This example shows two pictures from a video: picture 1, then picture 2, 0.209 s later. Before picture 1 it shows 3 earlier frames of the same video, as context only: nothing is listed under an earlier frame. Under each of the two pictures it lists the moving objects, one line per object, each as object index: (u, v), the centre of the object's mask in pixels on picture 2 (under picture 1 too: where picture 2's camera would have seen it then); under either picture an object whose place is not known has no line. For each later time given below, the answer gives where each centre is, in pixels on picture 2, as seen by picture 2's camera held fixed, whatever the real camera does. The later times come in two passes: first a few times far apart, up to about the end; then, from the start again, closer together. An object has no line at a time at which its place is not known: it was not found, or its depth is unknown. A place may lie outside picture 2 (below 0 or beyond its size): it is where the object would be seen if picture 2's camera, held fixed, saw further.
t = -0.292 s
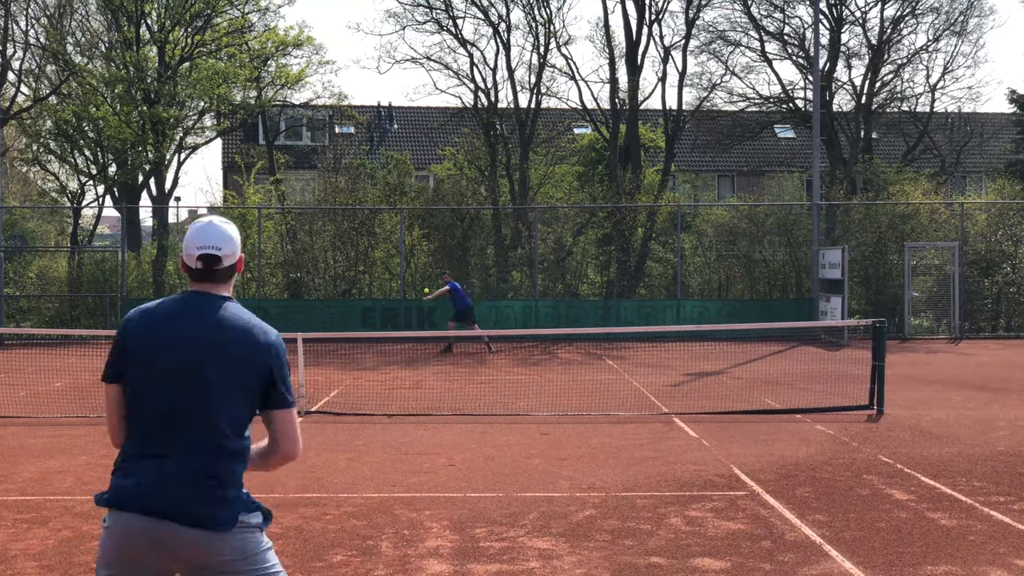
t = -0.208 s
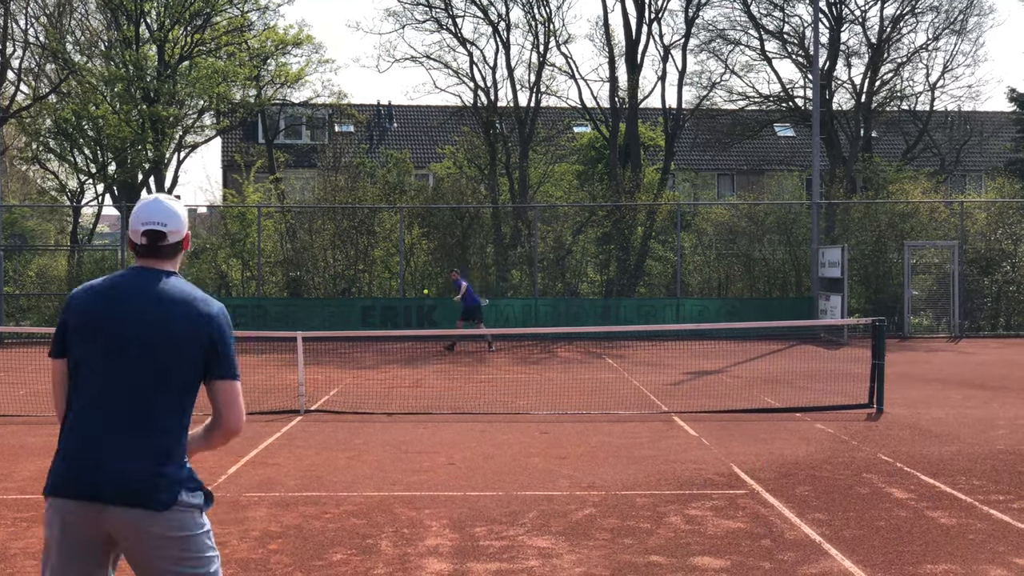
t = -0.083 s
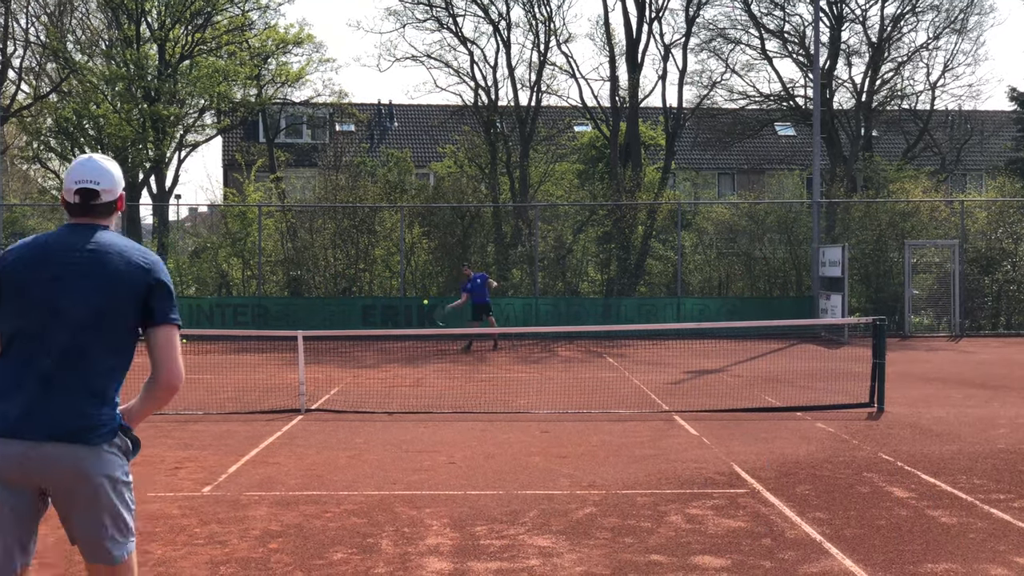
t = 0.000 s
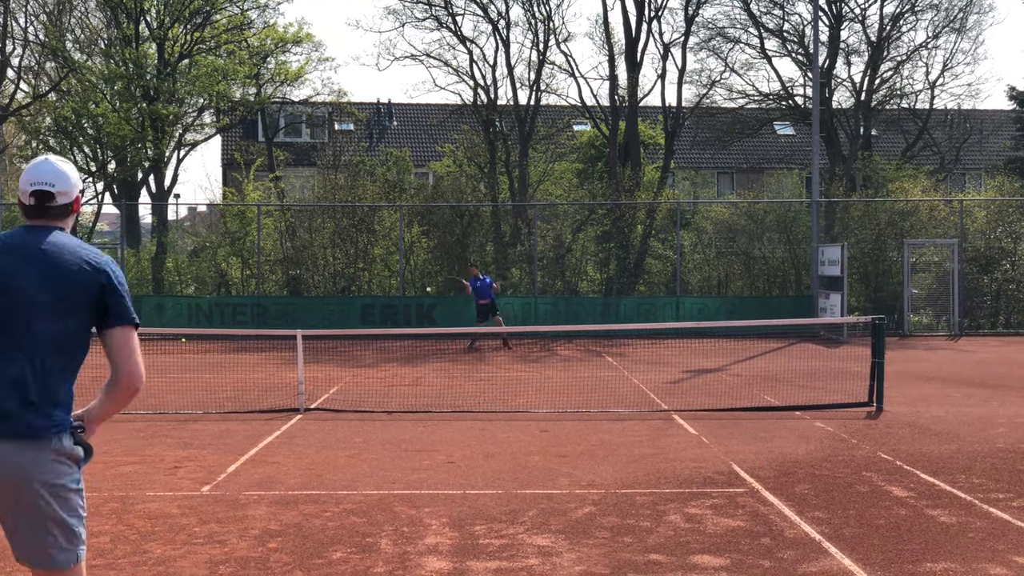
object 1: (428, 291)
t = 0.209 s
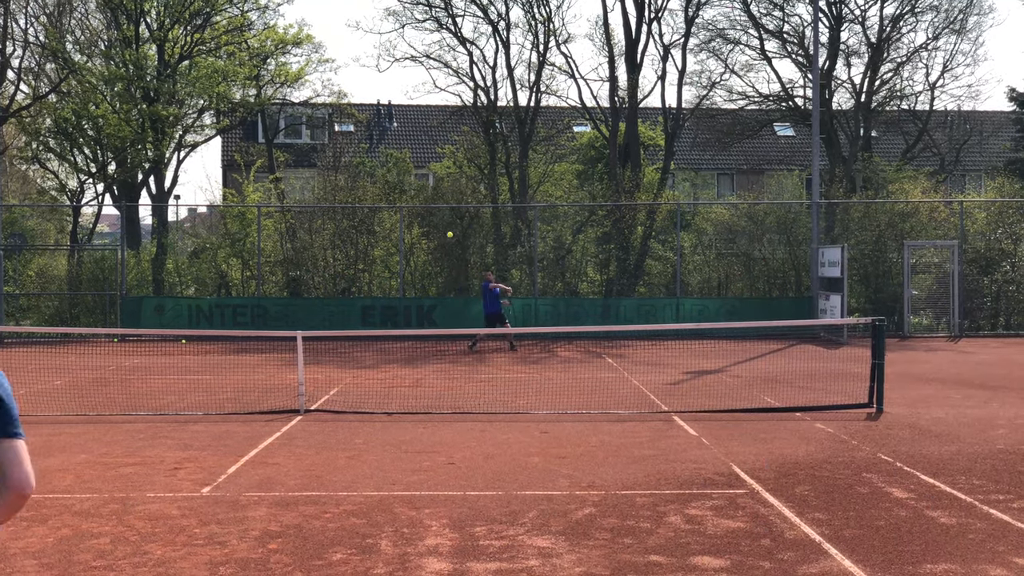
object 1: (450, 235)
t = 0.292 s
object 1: (461, 219)
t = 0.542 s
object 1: (509, 214)
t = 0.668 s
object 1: (545, 248)
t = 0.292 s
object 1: (461, 219)
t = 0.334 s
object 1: (467, 213)
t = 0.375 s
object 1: (474, 210)
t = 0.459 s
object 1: (490, 207)
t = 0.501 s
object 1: (499, 209)
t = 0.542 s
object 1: (509, 214)
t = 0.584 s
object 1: (520, 222)
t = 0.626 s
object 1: (532, 233)
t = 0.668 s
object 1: (545, 248)
